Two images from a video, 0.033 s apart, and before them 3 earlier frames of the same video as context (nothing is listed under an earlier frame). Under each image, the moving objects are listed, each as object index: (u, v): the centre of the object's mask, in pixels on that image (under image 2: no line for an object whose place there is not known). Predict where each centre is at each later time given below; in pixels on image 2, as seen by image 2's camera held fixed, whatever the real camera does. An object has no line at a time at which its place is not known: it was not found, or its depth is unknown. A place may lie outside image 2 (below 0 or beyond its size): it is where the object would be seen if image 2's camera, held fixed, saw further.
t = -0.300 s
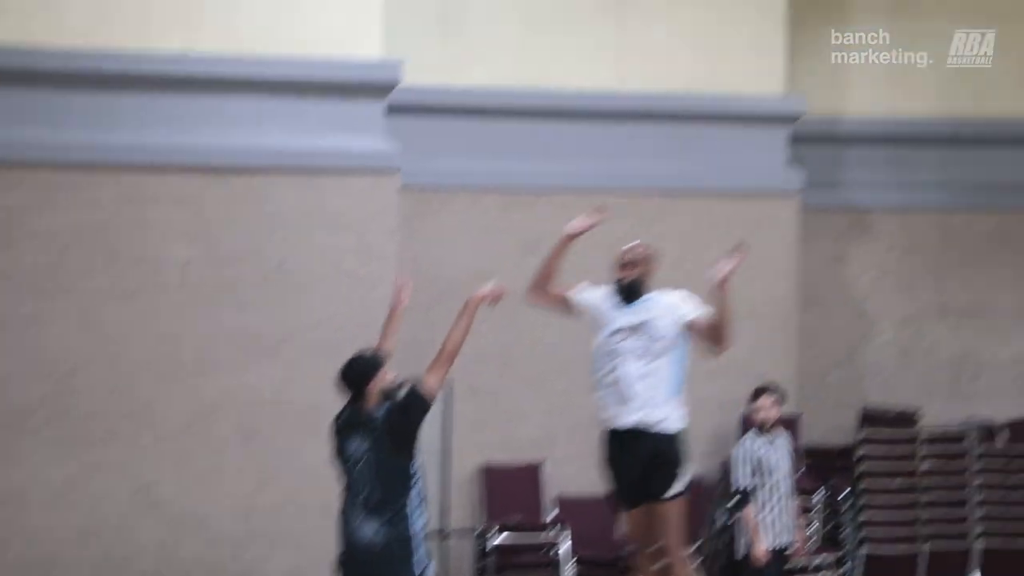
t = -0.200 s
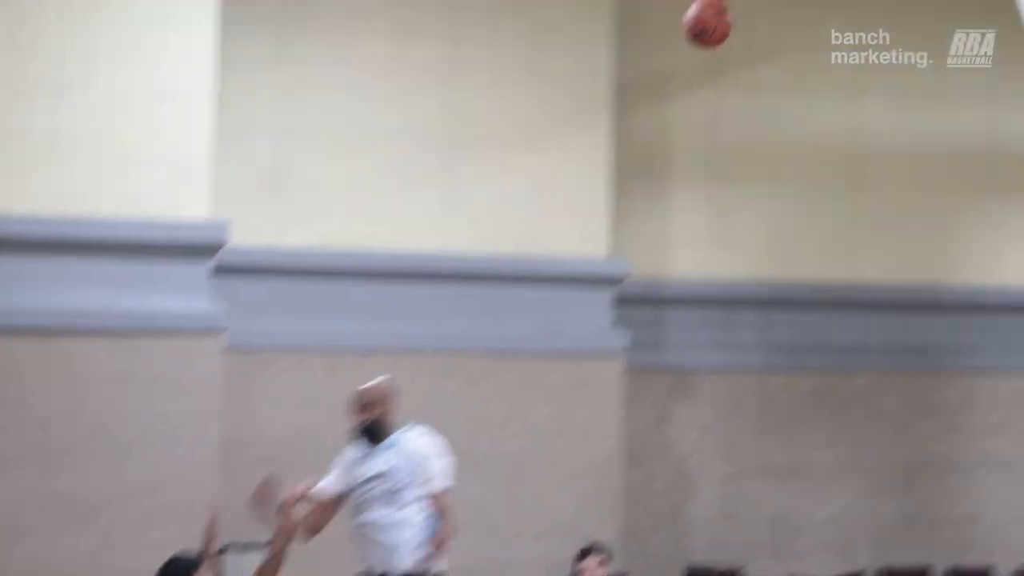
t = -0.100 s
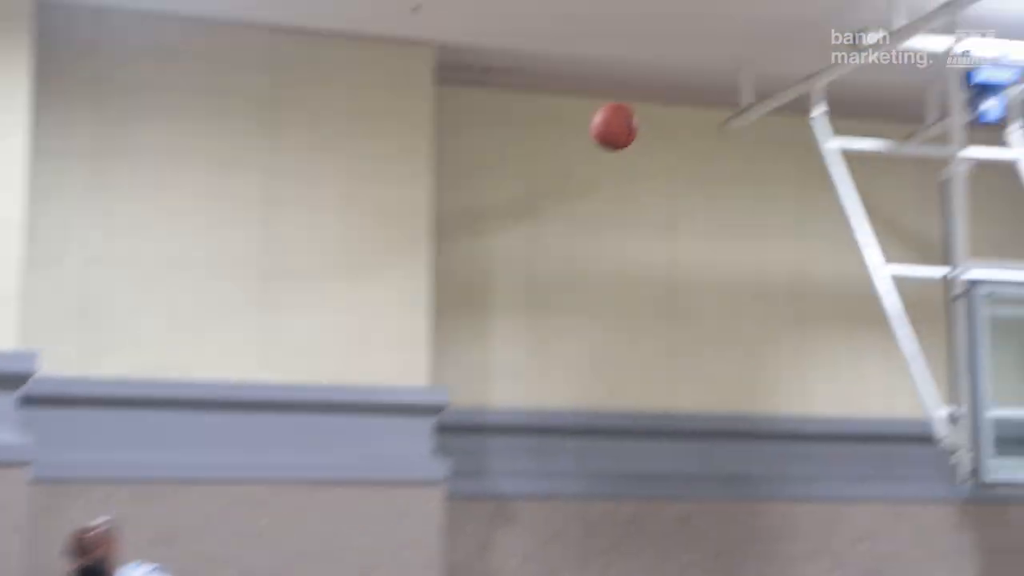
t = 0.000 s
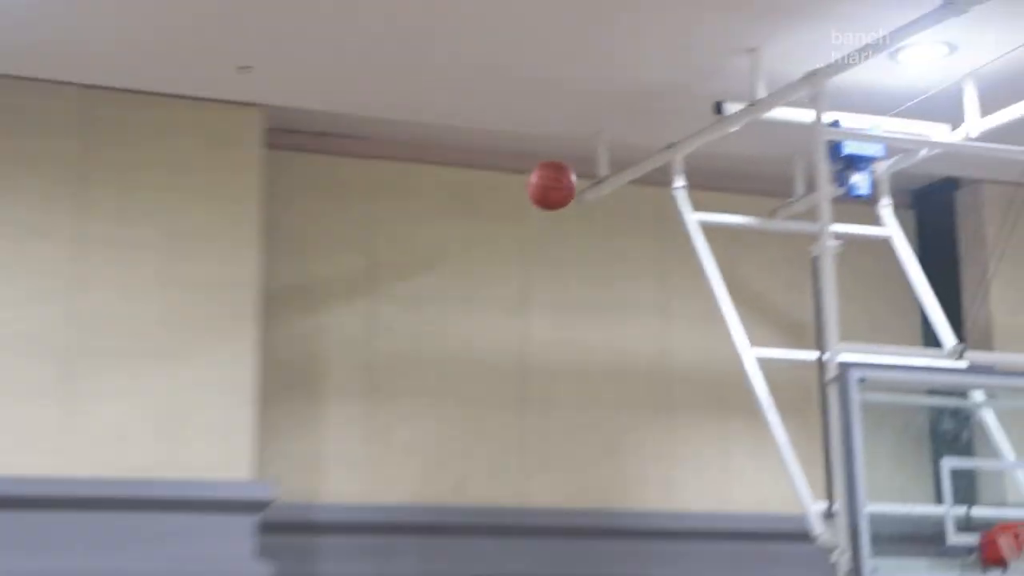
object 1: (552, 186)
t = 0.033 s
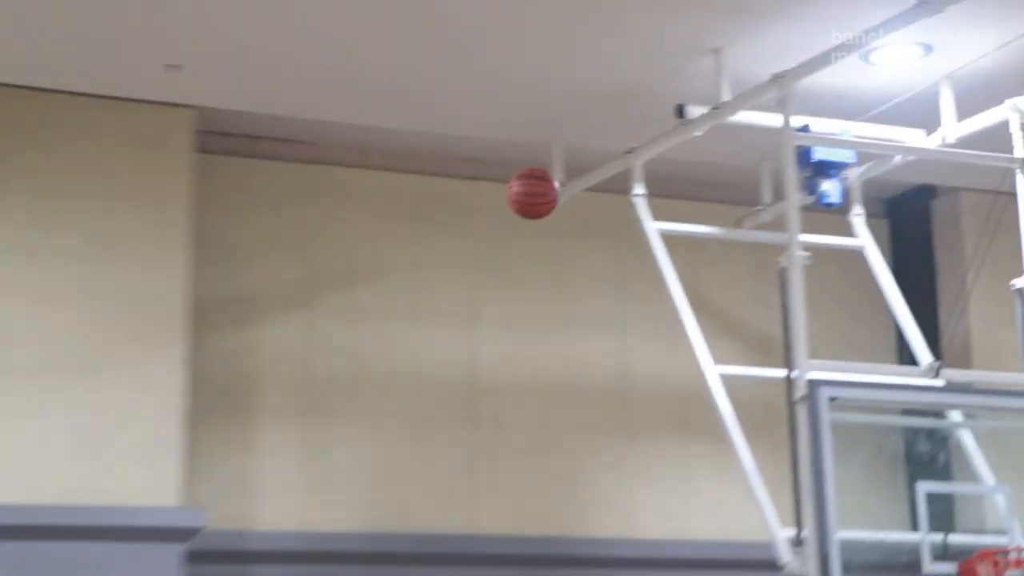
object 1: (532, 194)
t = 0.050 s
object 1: (548, 194)
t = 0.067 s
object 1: (561, 195)
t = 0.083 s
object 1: (576, 197)
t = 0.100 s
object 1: (591, 199)
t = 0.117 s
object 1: (605, 203)
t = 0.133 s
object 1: (619, 207)
